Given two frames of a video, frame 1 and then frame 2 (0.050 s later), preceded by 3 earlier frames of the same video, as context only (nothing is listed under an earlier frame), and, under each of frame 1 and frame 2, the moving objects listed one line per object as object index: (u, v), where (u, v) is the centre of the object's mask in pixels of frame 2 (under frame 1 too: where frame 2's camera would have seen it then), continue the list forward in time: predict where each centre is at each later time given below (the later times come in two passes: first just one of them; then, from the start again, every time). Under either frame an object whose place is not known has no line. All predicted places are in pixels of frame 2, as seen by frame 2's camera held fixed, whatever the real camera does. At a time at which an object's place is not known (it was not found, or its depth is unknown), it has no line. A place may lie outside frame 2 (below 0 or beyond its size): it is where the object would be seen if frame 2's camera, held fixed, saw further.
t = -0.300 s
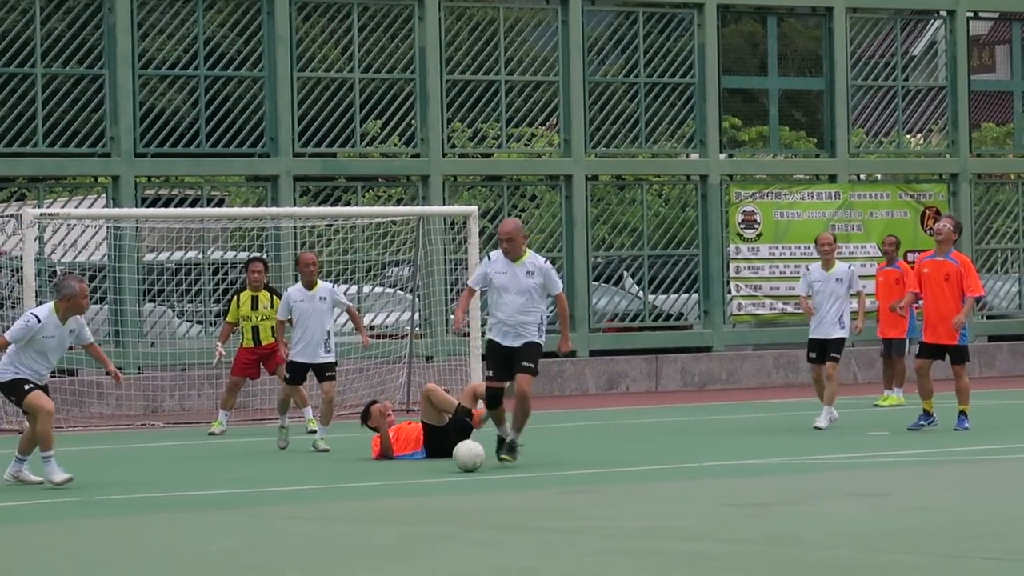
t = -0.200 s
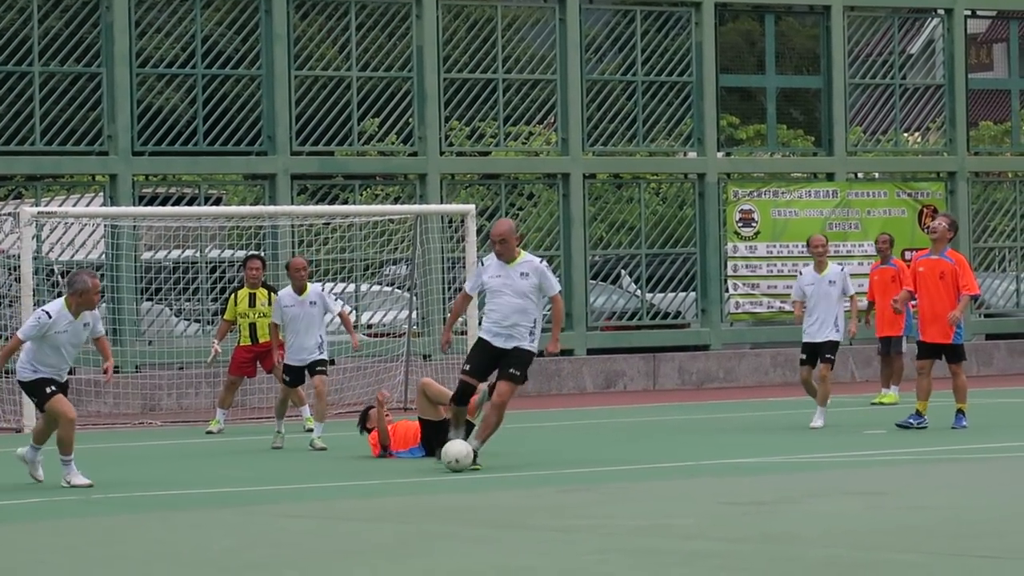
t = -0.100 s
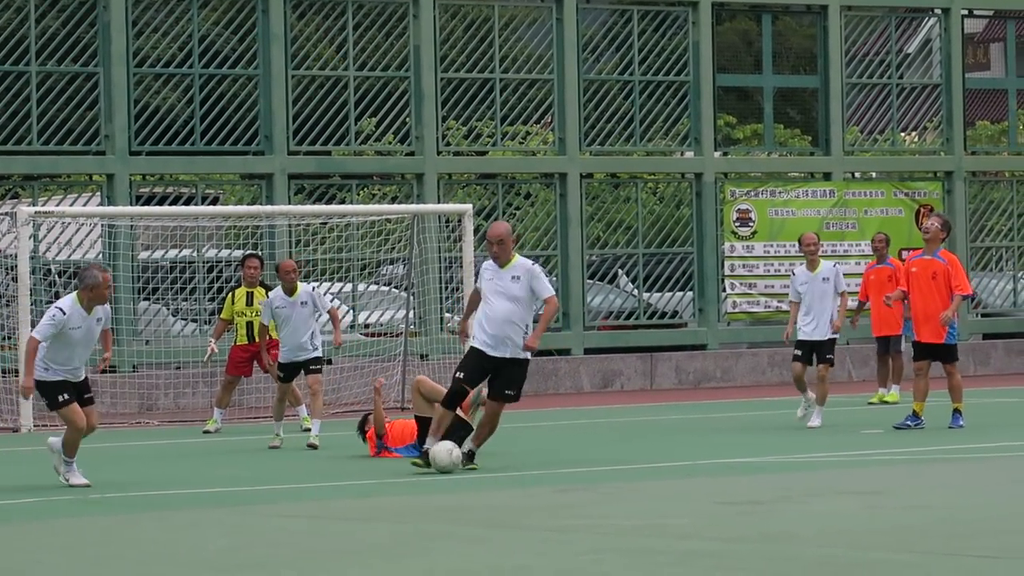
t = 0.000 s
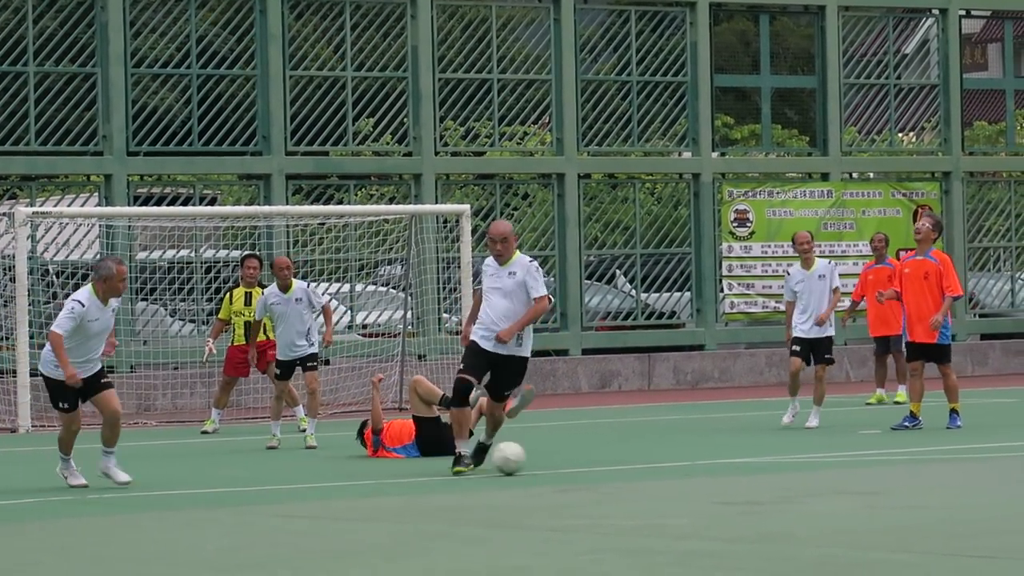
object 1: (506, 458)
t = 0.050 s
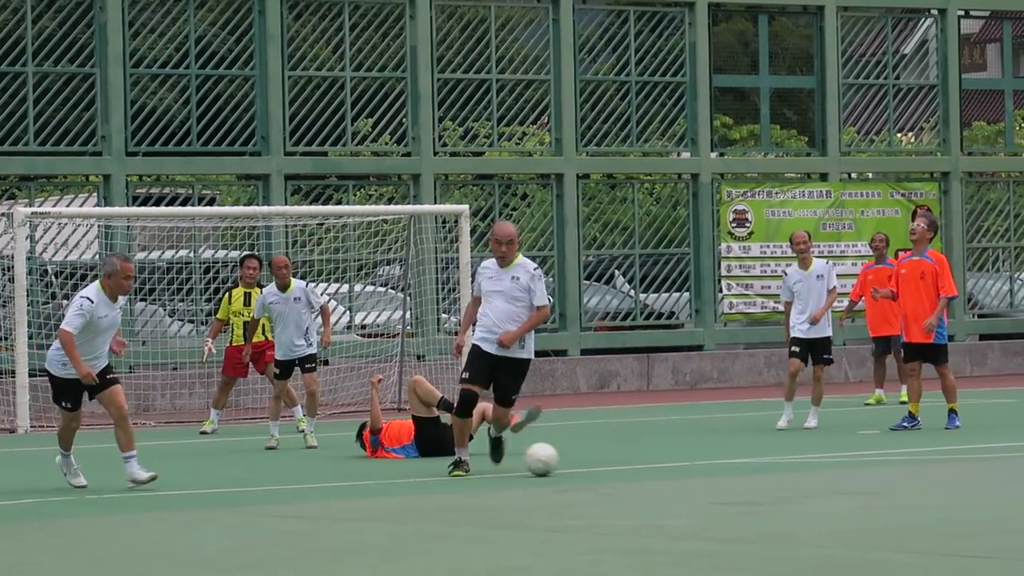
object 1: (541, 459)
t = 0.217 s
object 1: (638, 459)
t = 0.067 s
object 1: (551, 458)
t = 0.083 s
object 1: (562, 458)
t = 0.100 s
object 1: (572, 459)
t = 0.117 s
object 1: (582, 459)
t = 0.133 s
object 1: (593, 459)
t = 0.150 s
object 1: (602, 459)
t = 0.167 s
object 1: (612, 460)
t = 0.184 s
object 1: (621, 460)
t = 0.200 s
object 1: (629, 461)
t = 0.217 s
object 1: (638, 459)
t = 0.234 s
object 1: (646, 459)
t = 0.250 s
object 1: (654, 460)
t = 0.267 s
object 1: (663, 460)
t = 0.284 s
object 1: (672, 461)
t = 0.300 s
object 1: (681, 460)
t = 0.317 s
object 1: (689, 460)
